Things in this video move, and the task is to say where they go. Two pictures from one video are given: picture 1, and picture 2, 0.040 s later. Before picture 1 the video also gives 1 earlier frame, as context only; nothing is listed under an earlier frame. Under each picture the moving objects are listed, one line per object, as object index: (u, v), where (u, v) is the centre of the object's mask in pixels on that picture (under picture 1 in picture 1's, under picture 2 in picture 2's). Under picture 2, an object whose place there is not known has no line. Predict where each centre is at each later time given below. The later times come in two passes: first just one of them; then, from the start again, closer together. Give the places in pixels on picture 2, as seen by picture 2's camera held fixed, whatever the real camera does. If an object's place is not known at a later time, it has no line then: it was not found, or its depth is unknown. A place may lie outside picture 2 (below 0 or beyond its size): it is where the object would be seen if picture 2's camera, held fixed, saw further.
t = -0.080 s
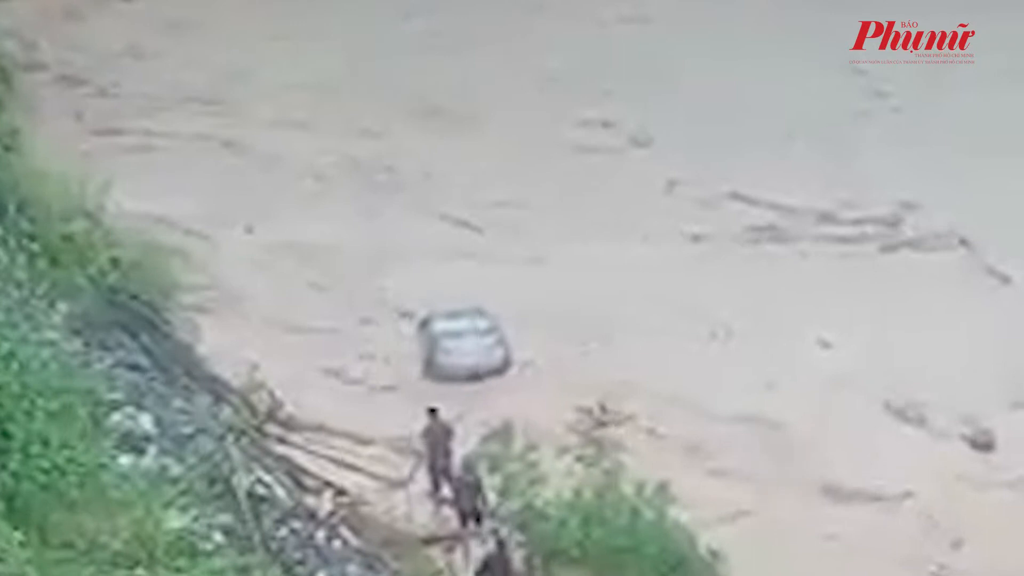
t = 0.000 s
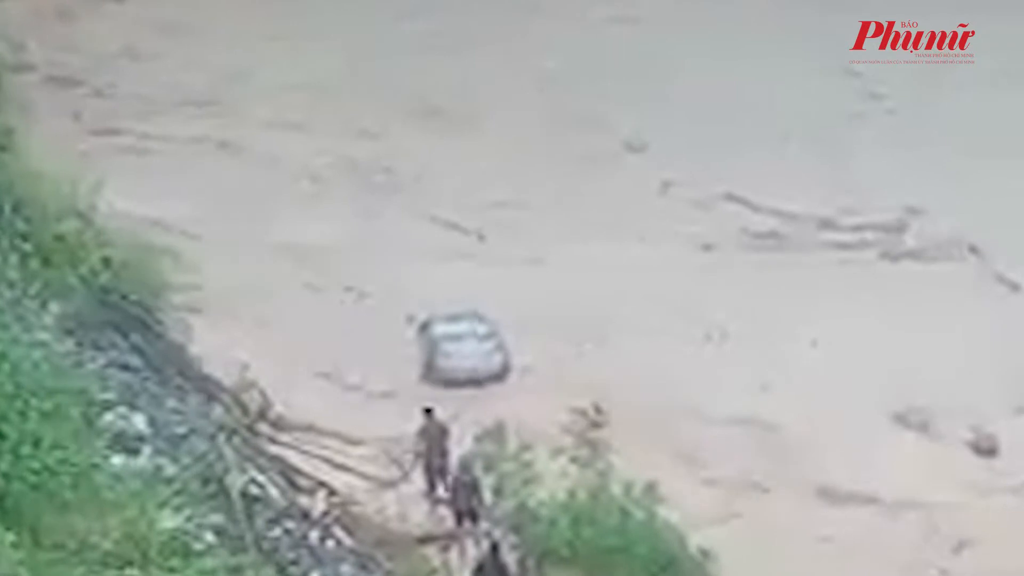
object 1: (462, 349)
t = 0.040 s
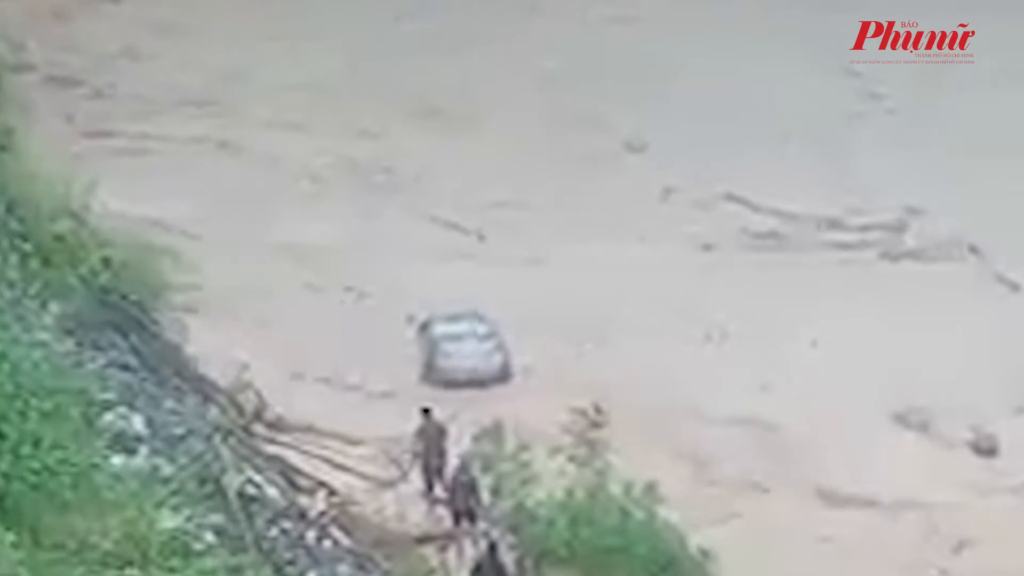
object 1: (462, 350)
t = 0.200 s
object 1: (471, 355)
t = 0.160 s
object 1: (469, 353)
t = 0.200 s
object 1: (471, 355)
